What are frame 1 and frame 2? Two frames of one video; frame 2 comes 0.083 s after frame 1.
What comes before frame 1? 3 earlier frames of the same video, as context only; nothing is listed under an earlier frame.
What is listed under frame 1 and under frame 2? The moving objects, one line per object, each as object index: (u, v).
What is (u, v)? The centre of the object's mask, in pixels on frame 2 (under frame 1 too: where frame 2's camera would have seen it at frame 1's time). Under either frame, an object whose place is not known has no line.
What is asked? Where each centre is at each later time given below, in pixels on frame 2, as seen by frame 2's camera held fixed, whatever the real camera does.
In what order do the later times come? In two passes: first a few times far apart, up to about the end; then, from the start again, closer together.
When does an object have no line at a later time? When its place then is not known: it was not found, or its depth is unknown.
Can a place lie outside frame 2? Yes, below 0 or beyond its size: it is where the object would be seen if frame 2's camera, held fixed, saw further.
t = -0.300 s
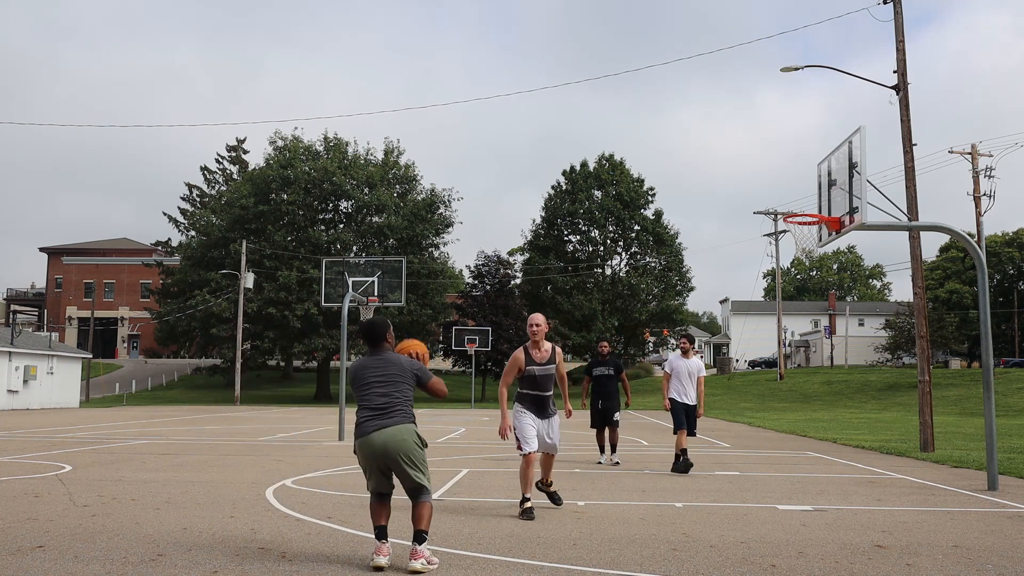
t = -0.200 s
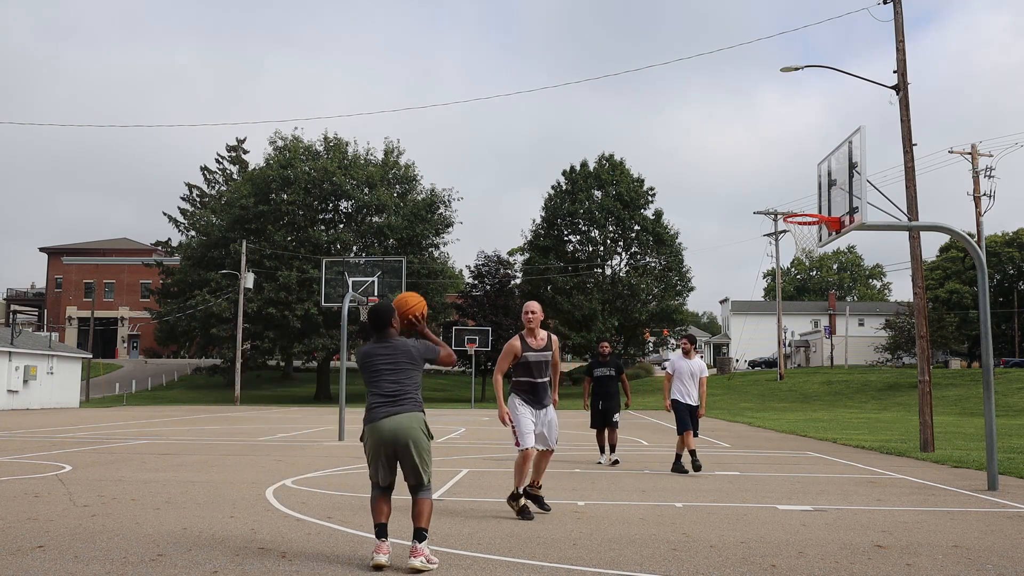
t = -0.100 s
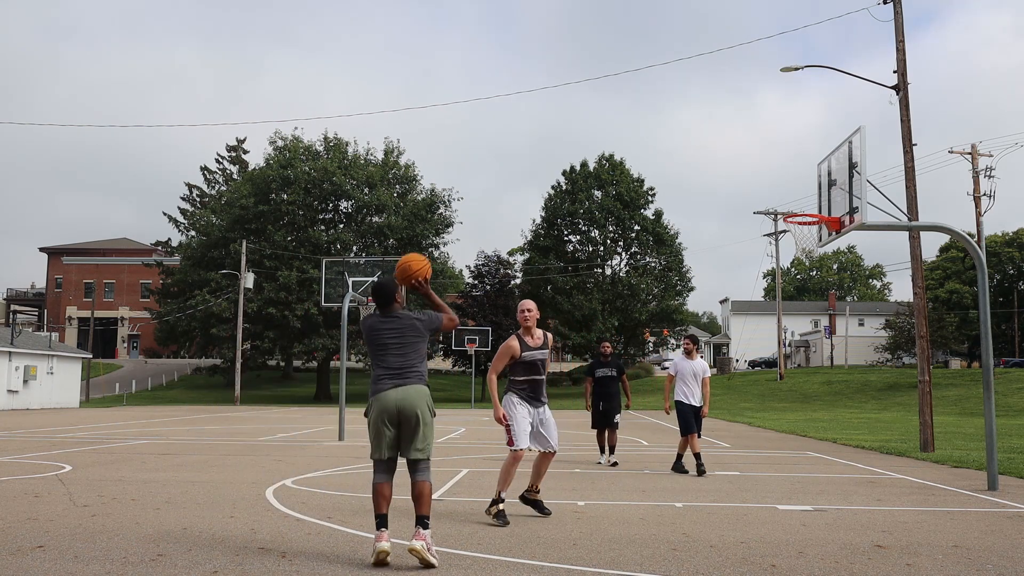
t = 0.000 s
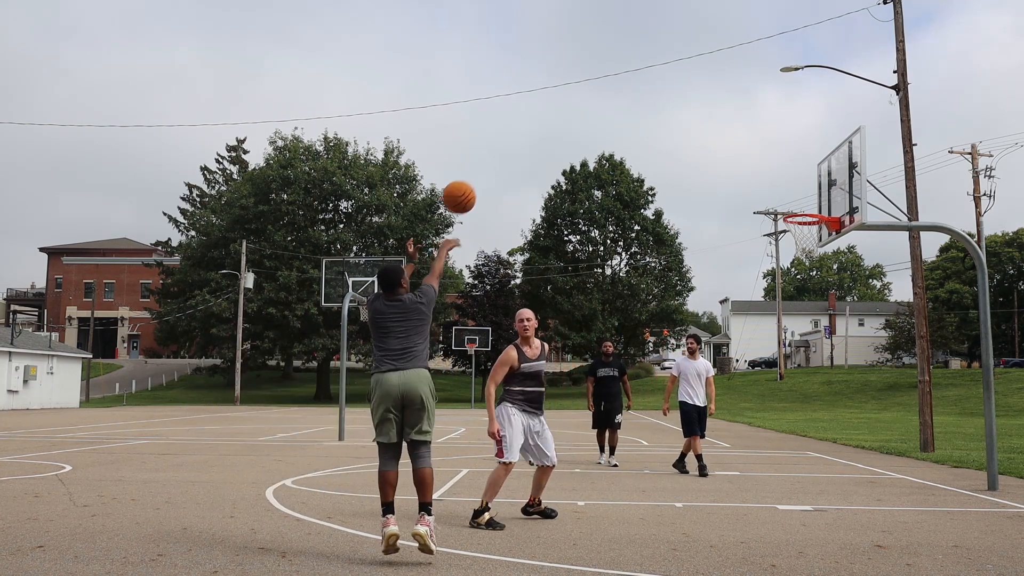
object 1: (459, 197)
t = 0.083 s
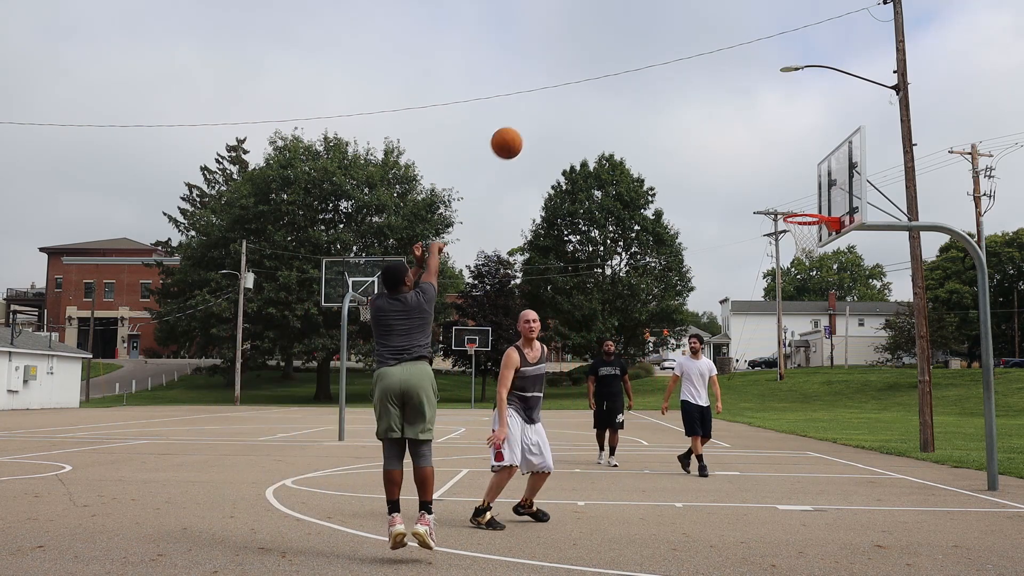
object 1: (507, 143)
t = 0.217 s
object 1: (572, 85)
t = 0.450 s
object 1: (663, 46)
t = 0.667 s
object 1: (732, 64)
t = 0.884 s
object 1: (790, 120)
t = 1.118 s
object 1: (830, 210)
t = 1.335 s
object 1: (847, 207)
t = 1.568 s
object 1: (854, 251)
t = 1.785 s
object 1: (863, 347)
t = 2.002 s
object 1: (874, 504)
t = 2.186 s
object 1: (871, 402)
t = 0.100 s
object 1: (515, 134)
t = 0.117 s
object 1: (524, 125)
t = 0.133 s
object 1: (533, 117)
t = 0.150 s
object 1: (541, 110)
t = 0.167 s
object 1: (549, 103)
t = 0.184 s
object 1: (557, 96)
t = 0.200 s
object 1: (564, 90)
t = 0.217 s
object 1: (572, 85)
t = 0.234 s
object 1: (579, 79)
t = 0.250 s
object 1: (587, 75)
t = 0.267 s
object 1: (594, 70)
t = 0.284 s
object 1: (600, 66)
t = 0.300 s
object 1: (607, 63)
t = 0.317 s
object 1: (614, 60)
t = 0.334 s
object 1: (620, 57)
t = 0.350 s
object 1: (627, 54)
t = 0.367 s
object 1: (633, 52)
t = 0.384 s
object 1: (639, 50)
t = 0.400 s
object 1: (645, 49)
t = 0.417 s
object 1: (651, 48)
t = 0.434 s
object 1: (657, 47)
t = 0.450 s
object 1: (663, 46)
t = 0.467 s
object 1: (669, 46)
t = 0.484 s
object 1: (675, 46)
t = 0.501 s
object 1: (680, 46)
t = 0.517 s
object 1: (686, 47)
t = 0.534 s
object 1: (691, 48)
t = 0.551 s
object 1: (697, 49)
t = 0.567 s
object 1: (702, 50)
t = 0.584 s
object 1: (707, 52)
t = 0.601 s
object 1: (712, 54)
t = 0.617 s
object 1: (717, 56)
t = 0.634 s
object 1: (722, 59)
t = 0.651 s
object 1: (727, 61)
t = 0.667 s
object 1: (732, 64)
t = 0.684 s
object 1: (737, 67)
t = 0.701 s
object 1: (742, 70)
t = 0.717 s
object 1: (746, 74)
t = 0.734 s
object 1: (751, 78)
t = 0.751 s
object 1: (755, 82)
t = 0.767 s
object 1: (760, 86)
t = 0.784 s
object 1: (764, 90)
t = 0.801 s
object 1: (769, 95)
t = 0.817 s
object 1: (773, 100)
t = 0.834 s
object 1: (777, 105)
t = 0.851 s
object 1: (781, 110)
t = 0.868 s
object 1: (785, 115)
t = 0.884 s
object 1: (790, 120)
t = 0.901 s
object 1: (794, 126)
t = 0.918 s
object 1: (798, 132)
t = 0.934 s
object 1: (802, 138)
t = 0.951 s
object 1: (806, 144)
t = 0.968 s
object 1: (809, 151)
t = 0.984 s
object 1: (813, 157)
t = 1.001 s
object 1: (817, 164)
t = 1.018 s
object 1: (821, 171)
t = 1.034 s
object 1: (825, 178)
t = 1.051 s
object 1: (829, 185)
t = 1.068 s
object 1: (833, 193)
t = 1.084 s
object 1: (836, 200)
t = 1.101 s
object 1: (835, 206)
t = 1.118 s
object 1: (830, 210)
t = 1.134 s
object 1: (829, 211)
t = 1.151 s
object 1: (831, 209)
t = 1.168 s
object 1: (834, 207)
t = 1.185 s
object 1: (837, 206)
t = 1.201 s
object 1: (840, 205)
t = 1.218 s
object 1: (843, 204)
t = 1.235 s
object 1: (845, 204)
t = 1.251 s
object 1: (846, 204)
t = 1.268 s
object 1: (846, 204)
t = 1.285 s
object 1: (846, 204)
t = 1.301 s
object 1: (847, 205)
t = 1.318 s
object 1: (847, 205)
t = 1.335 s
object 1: (847, 207)
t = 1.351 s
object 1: (848, 208)
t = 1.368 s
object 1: (848, 210)
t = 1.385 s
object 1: (848, 212)
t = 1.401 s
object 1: (849, 214)
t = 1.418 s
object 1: (849, 216)
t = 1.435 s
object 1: (850, 219)
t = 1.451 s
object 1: (850, 222)
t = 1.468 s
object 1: (851, 225)
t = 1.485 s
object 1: (851, 229)
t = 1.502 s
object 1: (852, 233)
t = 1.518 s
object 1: (852, 237)
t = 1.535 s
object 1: (853, 241)
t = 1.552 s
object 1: (853, 246)
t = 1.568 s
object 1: (854, 251)
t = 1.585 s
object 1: (854, 256)
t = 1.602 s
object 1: (855, 262)
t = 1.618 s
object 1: (855, 268)
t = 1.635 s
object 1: (857, 274)
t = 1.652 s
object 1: (857, 281)
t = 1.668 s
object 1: (858, 288)
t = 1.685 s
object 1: (858, 295)
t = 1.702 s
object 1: (858, 303)
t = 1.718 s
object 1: (860, 311)
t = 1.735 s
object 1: (861, 319)
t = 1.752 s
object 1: (861, 328)
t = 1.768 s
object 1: (862, 337)
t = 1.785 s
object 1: (863, 347)
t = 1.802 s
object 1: (864, 357)
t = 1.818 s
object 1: (865, 367)
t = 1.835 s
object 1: (866, 378)
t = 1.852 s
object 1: (866, 388)
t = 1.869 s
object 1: (867, 400)
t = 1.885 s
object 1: (868, 412)
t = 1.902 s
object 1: (869, 424)
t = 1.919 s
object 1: (870, 437)
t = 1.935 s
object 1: (871, 450)
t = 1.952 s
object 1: (871, 463)
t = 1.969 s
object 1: (872, 478)
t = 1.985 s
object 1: (873, 492)
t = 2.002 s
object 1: (874, 504)
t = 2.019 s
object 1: (873, 495)
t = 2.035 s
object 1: (873, 485)
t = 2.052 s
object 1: (873, 474)
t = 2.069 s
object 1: (873, 464)
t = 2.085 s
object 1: (873, 455)
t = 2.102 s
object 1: (872, 445)
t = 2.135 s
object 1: (872, 427)
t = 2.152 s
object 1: (872, 418)
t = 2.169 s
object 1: (871, 410)
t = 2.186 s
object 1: (871, 402)
